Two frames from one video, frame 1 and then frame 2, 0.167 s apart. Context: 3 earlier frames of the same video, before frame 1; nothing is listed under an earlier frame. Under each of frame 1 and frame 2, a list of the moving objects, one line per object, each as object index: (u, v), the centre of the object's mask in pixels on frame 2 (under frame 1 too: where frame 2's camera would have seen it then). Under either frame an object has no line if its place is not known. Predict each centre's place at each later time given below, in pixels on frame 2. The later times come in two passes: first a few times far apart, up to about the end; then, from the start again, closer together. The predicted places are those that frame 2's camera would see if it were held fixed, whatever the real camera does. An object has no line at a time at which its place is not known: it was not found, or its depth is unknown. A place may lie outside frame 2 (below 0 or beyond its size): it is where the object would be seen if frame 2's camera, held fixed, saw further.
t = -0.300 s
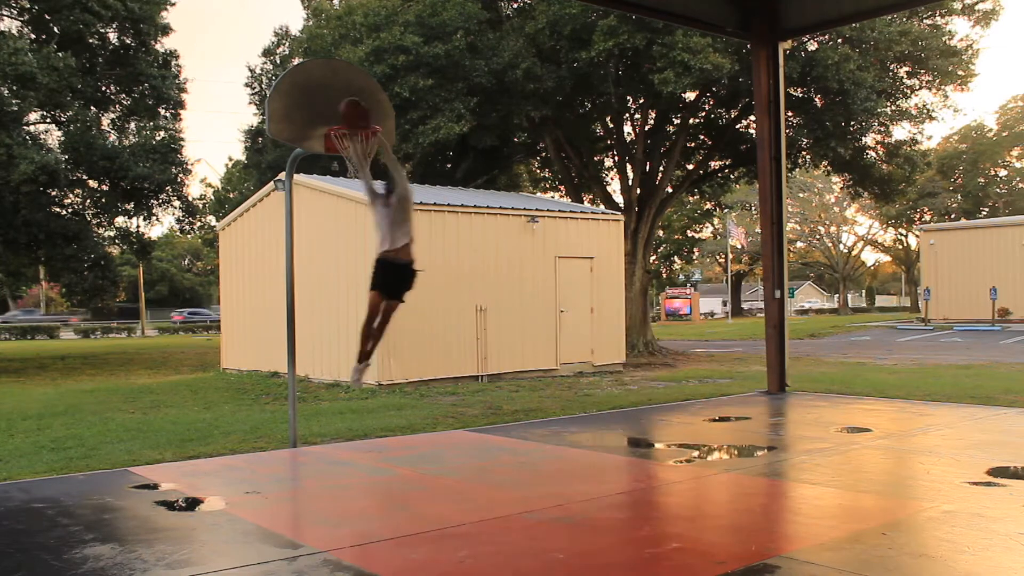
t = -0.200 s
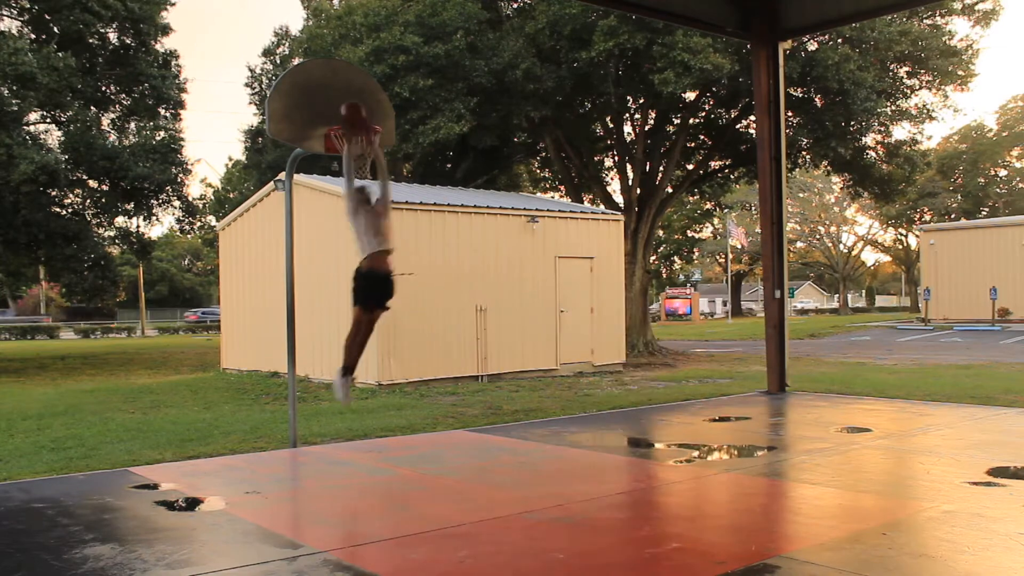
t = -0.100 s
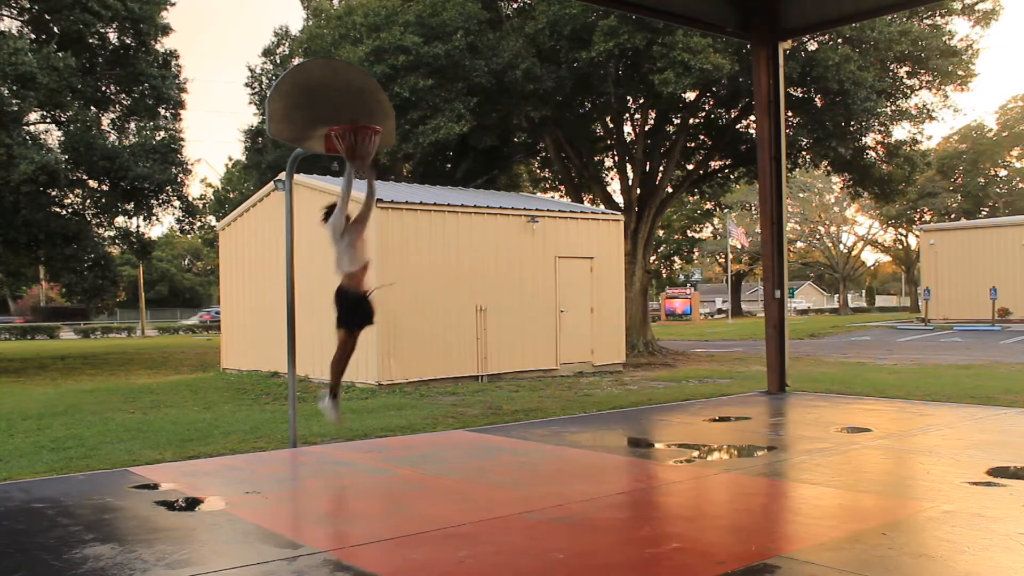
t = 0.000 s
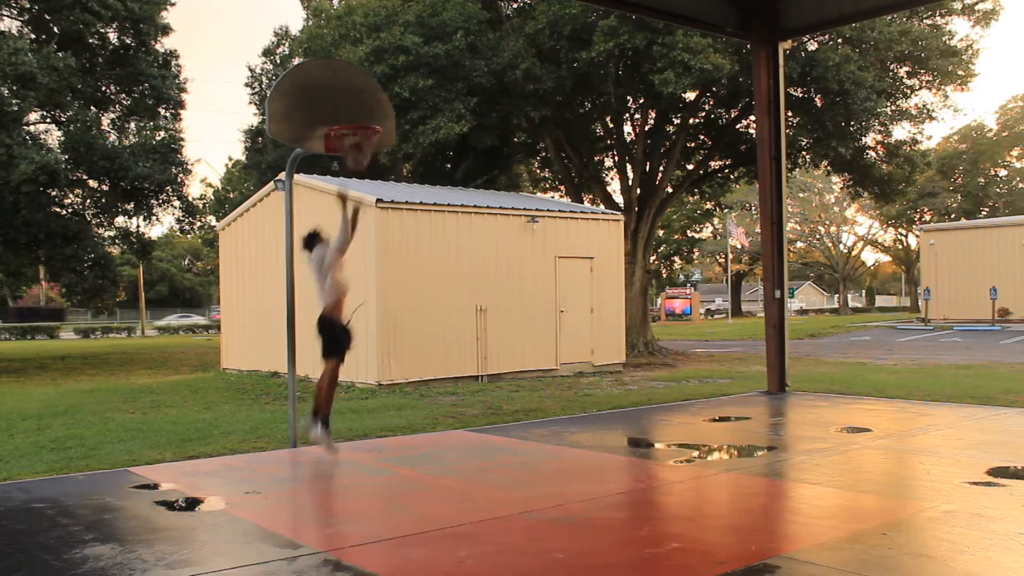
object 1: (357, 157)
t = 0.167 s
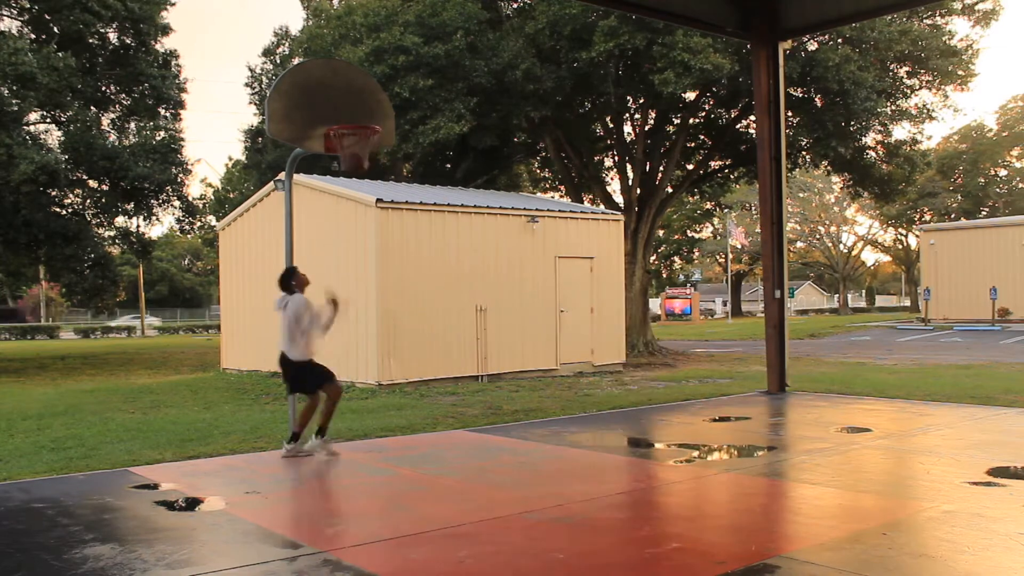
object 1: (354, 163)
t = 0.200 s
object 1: (357, 173)
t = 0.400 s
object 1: (354, 219)
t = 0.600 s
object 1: (355, 313)
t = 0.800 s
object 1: (357, 445)
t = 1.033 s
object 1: (354, 337)
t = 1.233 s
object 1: (353, 286)
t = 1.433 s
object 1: (353, 278)
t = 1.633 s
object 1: (354, 315)
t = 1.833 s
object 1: (358, 402)
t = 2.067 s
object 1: (358, 409)
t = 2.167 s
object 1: (357, 378)
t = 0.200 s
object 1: (357, 173)
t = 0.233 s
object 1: (355, 177)
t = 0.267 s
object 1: (354, 183)
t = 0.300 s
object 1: (354, 189)
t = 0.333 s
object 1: (354, 197)
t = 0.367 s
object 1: (354, 208)
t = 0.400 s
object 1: (354, 219)
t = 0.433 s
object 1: (354, 232)
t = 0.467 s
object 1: (354, 246)
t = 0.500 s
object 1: (354, 261)
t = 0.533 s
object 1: (354, 277)
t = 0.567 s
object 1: (354, 295)
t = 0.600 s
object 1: (355, 313)
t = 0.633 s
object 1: (355, 333)
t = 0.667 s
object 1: (355, 355)
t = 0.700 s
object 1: (356, 380)
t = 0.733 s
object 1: (356, 403)
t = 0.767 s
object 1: (357, 428)
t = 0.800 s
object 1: (357, 445)
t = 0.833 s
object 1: (356, 429)
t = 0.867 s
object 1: (356, 412)
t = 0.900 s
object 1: (356, 396)
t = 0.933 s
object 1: (355, 380)
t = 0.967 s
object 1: (355, 362)
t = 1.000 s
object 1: (354, 349)
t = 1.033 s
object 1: (354, 337)
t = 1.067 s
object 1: (354, 326)
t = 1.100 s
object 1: (354, 315)
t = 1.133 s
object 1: (353, 306)
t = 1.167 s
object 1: (353, 298)
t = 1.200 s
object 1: (353, 291)
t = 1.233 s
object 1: (353, 286)
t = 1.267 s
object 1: (353, 281)
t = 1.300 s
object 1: (353, 278)
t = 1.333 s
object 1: (353, 276)
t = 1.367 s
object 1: (353, 276)
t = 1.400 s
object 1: (353, 276)
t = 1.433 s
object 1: (353, 278)
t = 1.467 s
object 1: (353, 281)
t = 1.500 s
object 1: (353, 285)
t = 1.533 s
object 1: (354, 290)
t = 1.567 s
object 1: (354, 297)
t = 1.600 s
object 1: (354, 305)
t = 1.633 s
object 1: (354, 315)
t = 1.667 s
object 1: (355, 325)
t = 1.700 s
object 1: (355, 338)
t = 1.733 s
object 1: (355, 351)
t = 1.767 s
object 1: (356, 366)
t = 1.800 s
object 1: (357, 386)
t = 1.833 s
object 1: (358, 402)
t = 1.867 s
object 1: (358, 422)
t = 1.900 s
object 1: (359, 441)
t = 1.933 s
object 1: (359, 462)
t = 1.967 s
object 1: (359, 453)
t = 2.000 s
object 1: (359, 436)
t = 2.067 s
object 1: (358, 409)
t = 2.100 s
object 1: (358, 399)
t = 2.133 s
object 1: (357, 388)
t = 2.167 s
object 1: (357, 378)
